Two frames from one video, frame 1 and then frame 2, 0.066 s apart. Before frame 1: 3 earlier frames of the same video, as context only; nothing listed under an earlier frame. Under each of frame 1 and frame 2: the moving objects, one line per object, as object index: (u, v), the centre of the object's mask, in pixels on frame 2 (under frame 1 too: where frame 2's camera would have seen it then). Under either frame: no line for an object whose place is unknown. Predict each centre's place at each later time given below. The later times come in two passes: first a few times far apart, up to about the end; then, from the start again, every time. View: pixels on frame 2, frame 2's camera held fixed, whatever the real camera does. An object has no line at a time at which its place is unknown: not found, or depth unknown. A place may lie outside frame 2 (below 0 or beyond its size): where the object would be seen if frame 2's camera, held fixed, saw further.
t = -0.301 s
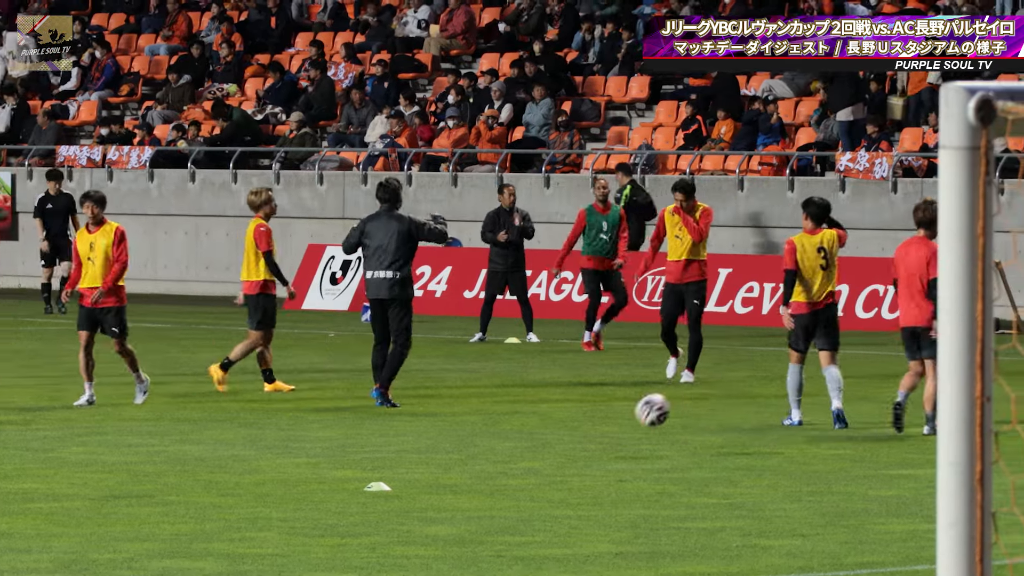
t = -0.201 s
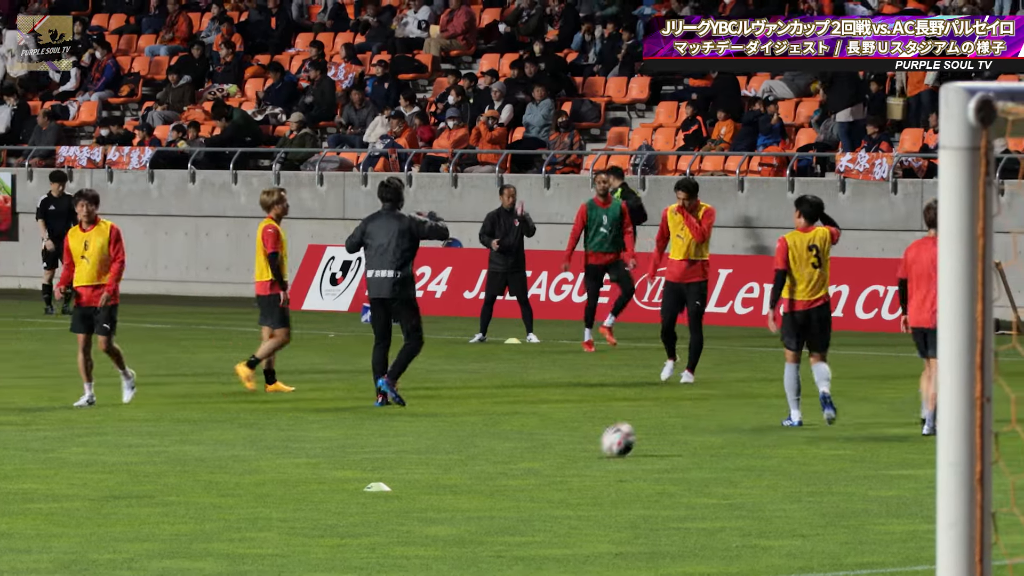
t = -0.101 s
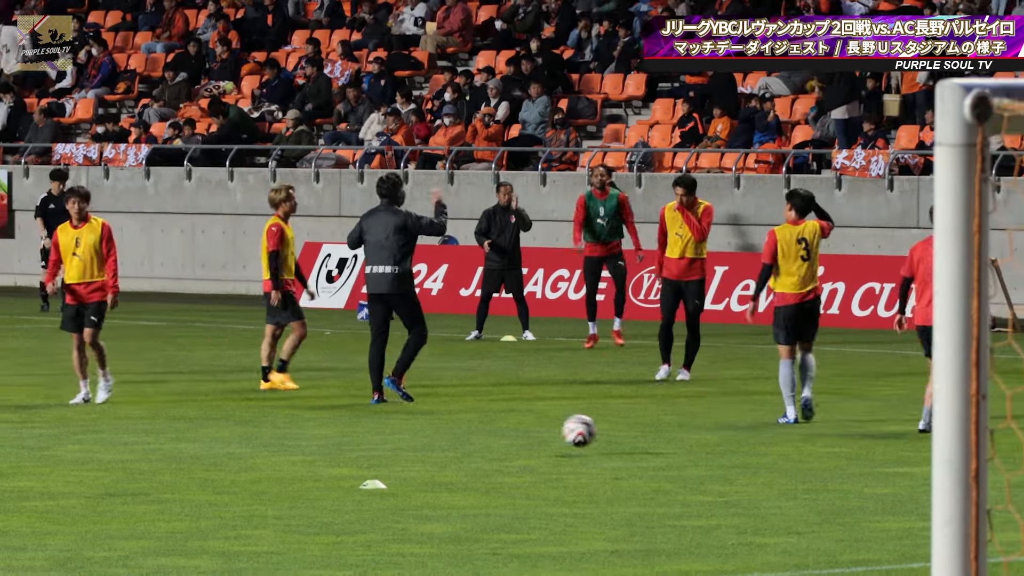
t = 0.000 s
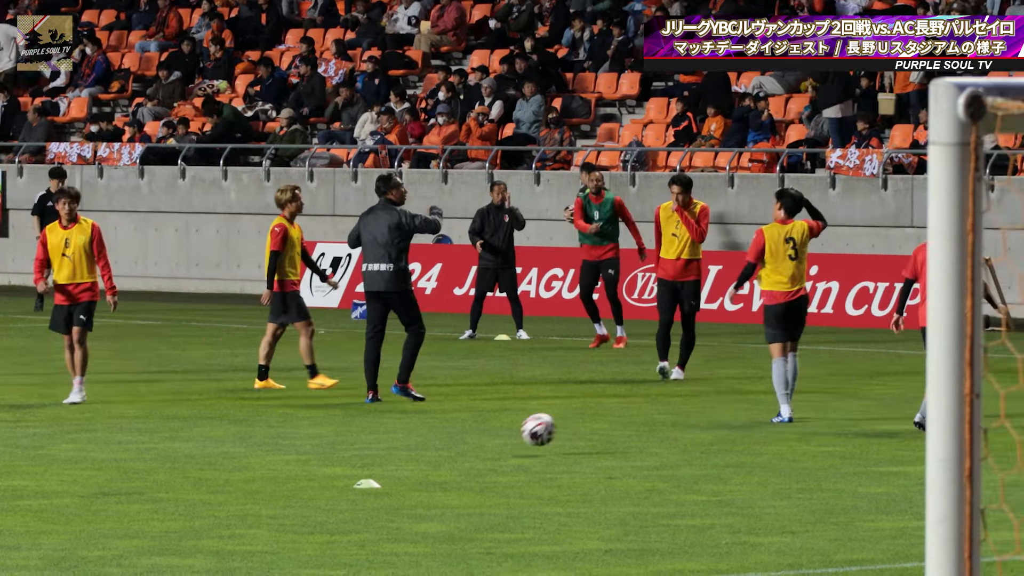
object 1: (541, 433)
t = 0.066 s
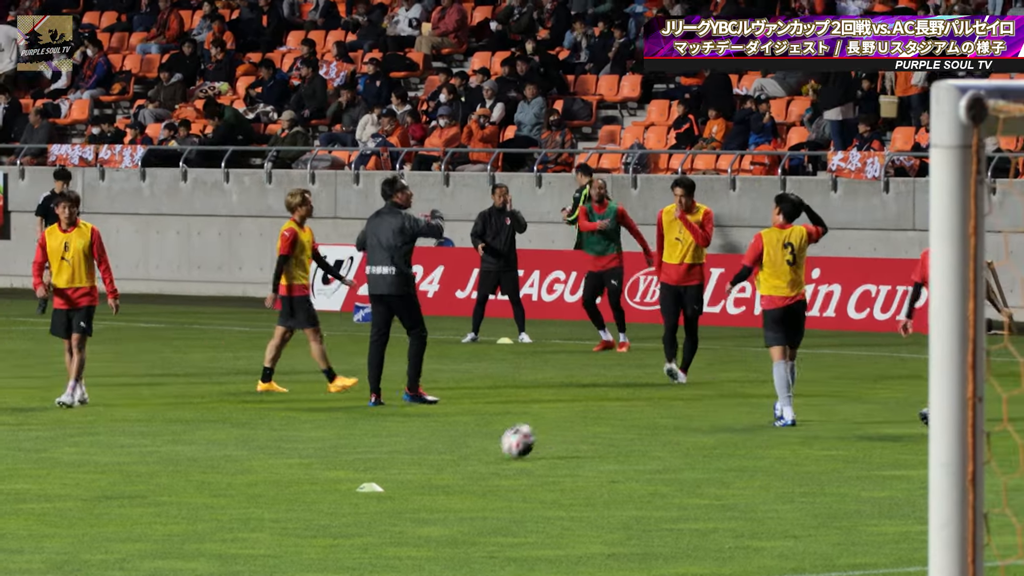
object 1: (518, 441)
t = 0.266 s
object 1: (449, 446)
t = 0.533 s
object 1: (362, 447)
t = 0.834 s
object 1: (271, 449)
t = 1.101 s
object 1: (199, 450)
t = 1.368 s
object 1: (135, 451)
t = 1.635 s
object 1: (80, 450)
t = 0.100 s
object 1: (506, 445)
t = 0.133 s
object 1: (495, 443)
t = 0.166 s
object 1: (484, 441)
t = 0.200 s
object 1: (473, 442)
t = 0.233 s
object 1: (462, 444)
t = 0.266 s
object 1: (449, 446)
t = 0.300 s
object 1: (438, 445)
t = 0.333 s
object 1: (428, 445)
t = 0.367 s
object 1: (417, 445)
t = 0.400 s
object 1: (406, 446)
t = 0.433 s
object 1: (395, 446)
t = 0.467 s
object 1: (384, 446)
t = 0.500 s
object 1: (373, 446)
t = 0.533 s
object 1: (362, 447)
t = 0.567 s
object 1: (352, 447)
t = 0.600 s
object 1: (341, 447)
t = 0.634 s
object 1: (331, 447)
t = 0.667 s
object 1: (321, 447)
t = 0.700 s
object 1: (311, 448)
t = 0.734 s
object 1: (300, 448)
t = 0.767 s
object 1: (291, 448)
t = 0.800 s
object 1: (281, 448)
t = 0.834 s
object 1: (271, 449)
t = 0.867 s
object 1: (262, 449)
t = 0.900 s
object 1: (252, 449)
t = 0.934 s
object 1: (243, 449)
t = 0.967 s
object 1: (234, 449)
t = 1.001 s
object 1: (225, 450)
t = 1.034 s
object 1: (216, 449)
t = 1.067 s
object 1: (208, 449)
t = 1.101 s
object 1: (199, 450)
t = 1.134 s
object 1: (191, 449)
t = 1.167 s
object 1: (183, 449)
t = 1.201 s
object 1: (174, 450)
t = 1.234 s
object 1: (166, 451)
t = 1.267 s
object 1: (158, 450)
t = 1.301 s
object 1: (150, 450)
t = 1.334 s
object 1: (143, 450)
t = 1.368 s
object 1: (135, 451)
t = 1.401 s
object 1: (128, 452)
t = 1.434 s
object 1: (121, 451)
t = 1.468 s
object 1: (114, 451)
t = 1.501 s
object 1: (107, 451)
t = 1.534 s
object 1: (100, 451)
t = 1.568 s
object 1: (93, 451)
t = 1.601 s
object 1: (86, 451)
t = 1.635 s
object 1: (80, 450)
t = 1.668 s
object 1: (73, 451)
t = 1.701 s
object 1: (67, 451)
